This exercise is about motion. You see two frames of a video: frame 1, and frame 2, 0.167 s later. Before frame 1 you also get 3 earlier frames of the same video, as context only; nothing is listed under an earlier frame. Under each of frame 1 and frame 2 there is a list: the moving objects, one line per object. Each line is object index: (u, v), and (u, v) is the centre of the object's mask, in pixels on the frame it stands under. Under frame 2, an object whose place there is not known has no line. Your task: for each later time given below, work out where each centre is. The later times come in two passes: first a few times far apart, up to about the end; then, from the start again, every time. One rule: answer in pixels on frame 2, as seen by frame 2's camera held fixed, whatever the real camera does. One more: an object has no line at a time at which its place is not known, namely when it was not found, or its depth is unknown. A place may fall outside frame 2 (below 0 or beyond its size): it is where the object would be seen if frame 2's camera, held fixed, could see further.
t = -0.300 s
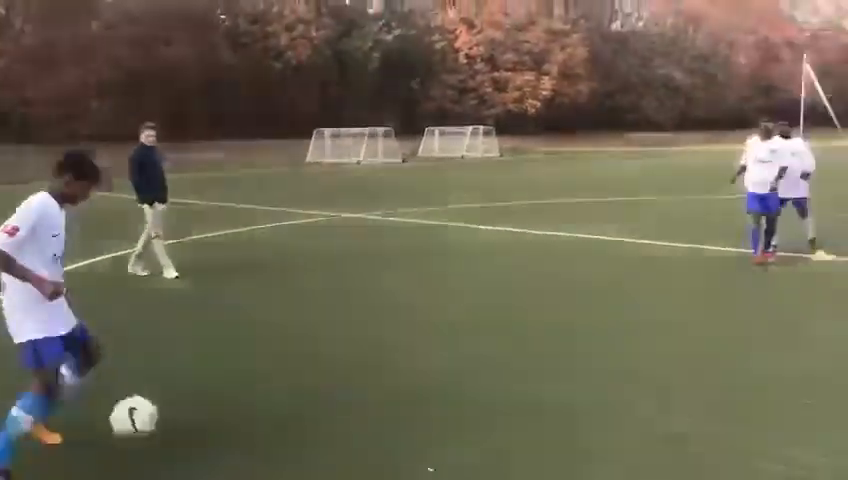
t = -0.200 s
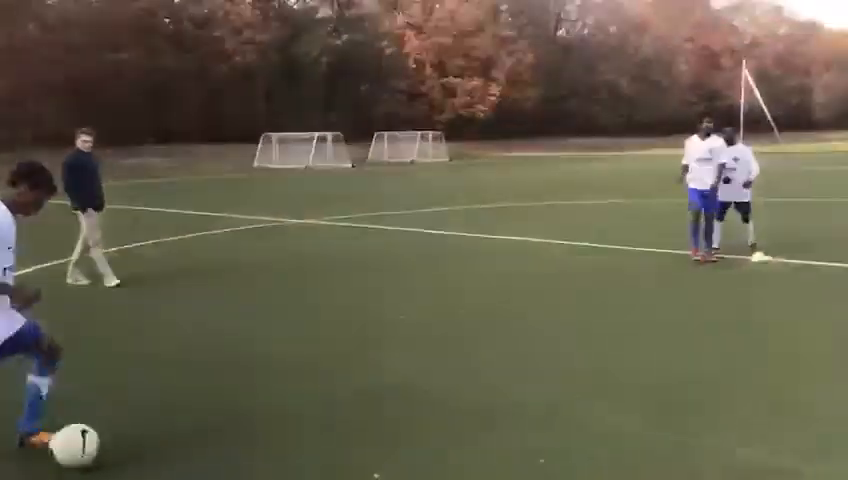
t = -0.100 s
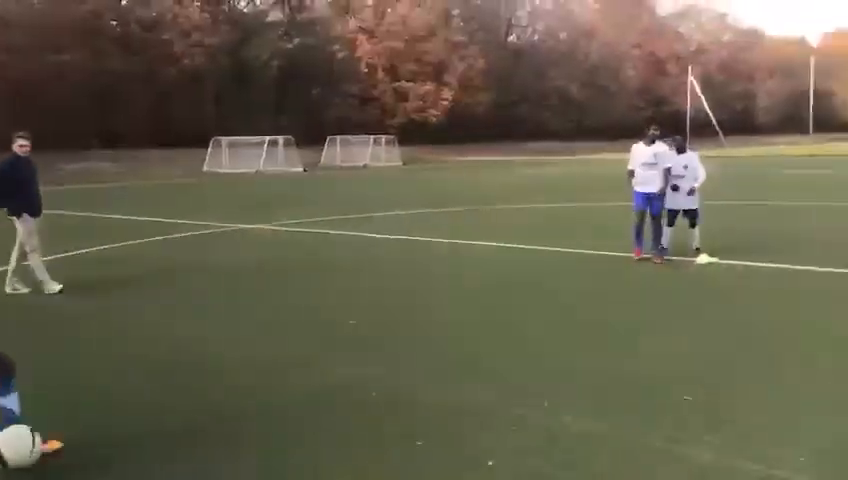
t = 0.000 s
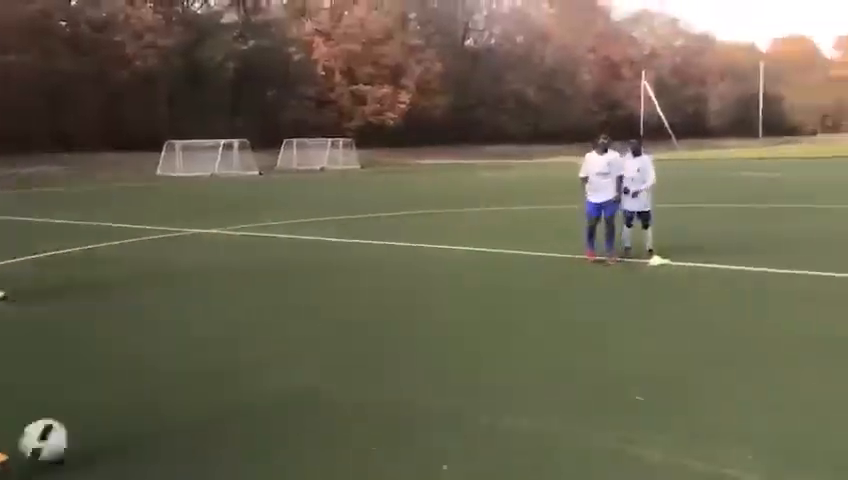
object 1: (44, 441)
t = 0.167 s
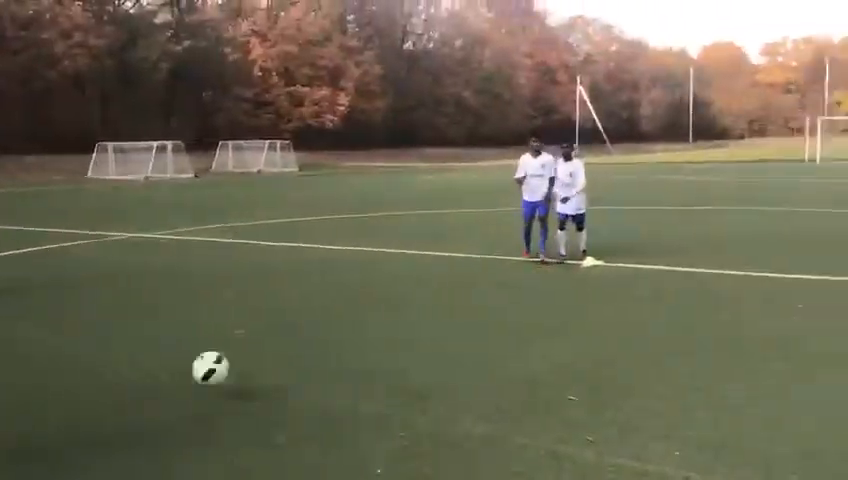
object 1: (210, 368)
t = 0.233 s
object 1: (281, 357)
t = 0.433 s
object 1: (413, 309)
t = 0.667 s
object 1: (509, 280)
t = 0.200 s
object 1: (248, 361)
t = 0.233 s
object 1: (281, 357)
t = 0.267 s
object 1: (311, 352)
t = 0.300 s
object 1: (334, 340)
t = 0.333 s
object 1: (356, 329)
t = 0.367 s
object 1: (376, 321)
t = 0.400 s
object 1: (396, 314)
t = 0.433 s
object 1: (413, 309)
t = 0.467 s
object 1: (430, 306)
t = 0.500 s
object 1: (445, 304)
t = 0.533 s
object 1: (461, 303)
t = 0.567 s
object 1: (474, 300)
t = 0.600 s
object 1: (487, 292)
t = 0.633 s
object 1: (498, 284)
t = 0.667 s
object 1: (509, 280)
